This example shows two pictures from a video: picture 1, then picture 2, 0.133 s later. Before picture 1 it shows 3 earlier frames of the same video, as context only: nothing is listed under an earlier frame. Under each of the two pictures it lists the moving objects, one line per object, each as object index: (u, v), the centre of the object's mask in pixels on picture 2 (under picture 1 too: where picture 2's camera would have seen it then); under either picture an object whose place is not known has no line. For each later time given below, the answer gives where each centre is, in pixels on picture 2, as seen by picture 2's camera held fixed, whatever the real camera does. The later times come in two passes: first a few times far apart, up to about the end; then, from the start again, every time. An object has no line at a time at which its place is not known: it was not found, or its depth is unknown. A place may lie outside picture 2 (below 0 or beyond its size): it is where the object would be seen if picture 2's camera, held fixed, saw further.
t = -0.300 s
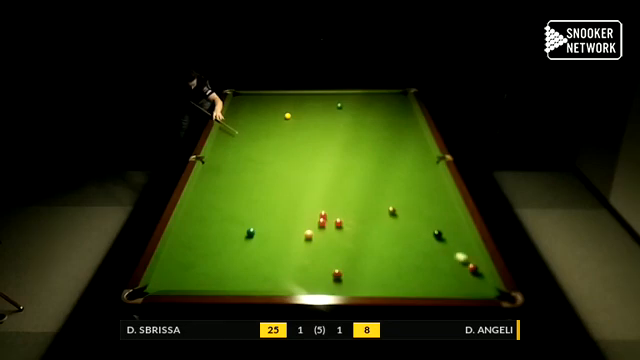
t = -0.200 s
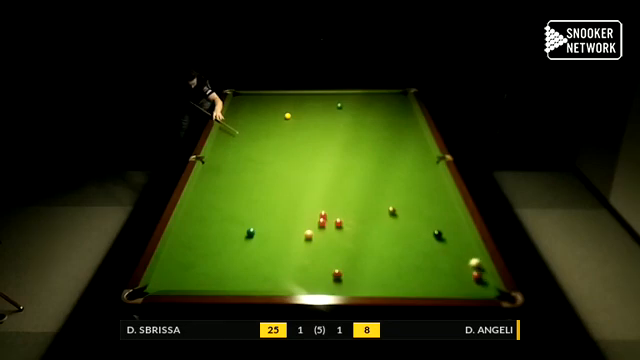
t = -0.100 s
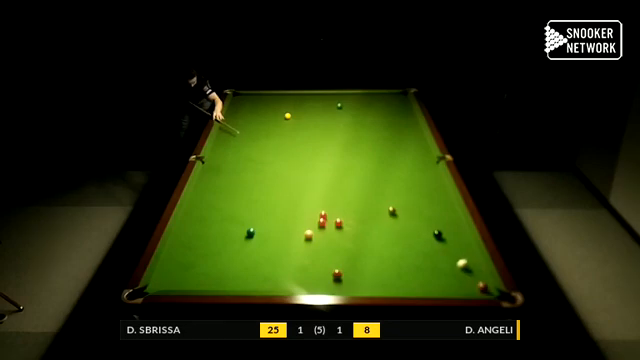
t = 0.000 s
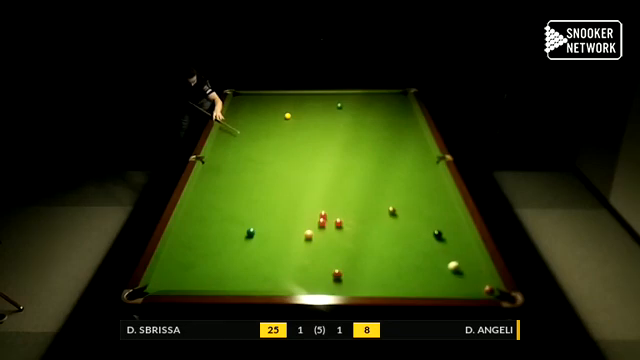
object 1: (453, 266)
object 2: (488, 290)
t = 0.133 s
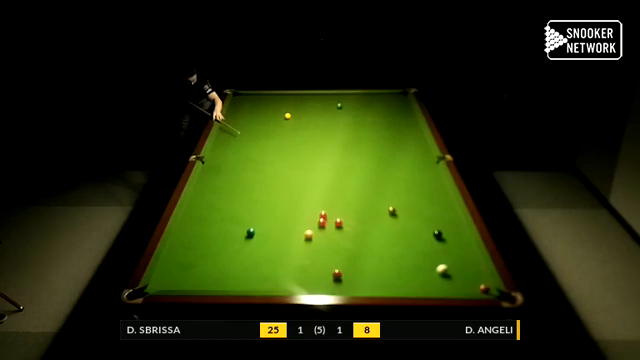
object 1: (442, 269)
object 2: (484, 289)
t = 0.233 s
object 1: (433, 271)
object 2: (477, 288)
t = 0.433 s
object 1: (416, 276)
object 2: (463, 288)
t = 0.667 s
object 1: (396, 281)
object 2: (448, 289)
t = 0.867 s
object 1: (379, 285)
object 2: (435, 288)
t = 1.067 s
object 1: (363, 287)
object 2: (424, 287)
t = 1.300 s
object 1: (347, 285)
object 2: (411, 287)
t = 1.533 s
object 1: (332, 283)
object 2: (399, 287)
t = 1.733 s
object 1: (319, 282)
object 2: (390, 286)
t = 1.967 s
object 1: (306, 280)
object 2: (380, 286)
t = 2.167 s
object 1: (295, 278)
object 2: (372, 286)
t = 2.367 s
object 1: (284, 276)
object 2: (364, 285)
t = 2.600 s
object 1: (273, 274)
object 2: (357, 285)
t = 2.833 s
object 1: (263, 273)
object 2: (350, 285)
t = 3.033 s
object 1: (254, 272)
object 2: (344, 285)
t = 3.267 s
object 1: (246, 270)
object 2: (338, 284)
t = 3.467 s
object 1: (239, 270)
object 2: (334, 285)
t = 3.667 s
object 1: (232, 269)
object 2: (330, 285)
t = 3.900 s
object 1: (226, 268)
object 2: (327, 285)
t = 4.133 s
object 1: (220, 267)
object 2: (324, 284)
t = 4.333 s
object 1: (215, 267)
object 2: (322, 284)
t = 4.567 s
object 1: (211, 266)
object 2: (320, 285)
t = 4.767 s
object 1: (208, 266)
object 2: (319, 285)
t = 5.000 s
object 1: (205, 266)
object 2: (318, 285)
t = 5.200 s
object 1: (203, 266)
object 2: (318, 285)
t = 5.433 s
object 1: (202, 265)
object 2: (318, 285)
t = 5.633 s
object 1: (202, 265)
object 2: (318, 285)
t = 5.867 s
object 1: (202, 265)
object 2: (318, 285)
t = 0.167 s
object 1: (439, 270)
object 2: (481, 288)
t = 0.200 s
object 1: (436, 270)
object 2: (479, 288)
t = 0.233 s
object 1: (433, 271)
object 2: (477, 288)
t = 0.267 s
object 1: (430, 272)
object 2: (474, 288)
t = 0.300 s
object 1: (427, 273)
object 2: (472, 288)
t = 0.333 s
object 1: (425, 274)
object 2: (470, 288)
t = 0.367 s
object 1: (422, 275)
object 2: (468, 288)
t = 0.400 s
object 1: (419, 276)
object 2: (465, 288)
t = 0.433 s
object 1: (416, 276)
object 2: (463, 288)
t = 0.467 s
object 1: (413, 277)
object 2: (460, 288)
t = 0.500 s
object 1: (410, 277)
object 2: (458, 289)
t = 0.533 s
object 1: (408, 278)
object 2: (456, 289)
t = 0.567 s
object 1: (405, 279)
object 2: (454, 288)
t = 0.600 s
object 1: (402, 280)
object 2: (452, 289)
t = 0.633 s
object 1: (399, 280)
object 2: (450, 289)
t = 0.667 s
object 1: (396, 281)
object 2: (448, 289)
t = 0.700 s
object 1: (393, 282)
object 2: (446, 289)
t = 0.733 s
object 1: (391, 283)
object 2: (443, 289)
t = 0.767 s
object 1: (388, 284)
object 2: (441, 288)
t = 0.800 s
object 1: (385, 284)
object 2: (439, 288)
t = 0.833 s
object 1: (382, 284)
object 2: (437, 288)
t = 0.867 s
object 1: (379, 285)
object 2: (435, 288)
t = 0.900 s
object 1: (377, 286)
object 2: (433, 288)
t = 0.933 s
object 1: (374, 286)
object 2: (431, 288)
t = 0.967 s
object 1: (371, 287)
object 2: (430, 288)
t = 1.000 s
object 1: (368, 287)
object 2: (428, 288)
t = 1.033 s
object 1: (366, 287)
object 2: (426, 287)
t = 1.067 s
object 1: (363, 287)
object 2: (424, 287)
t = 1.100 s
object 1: (361, 286)
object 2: (422, 288)
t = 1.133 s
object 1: (358, 286)
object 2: (420, 287)
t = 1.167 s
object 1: (356, 286)
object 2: (418, 287)
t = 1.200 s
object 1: (354, 285)
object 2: (417, 287)
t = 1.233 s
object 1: (352, 285)
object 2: (415, 287)
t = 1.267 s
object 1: (350, 285)
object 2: (413, 287)
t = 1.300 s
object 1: (347, 285)
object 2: (411, 287)
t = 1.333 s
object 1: (345, 284)
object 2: (410, 287)
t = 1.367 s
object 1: (343, 284)
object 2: (408, 287)
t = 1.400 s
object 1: (341, 284)
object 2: (406, 287)
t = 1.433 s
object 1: (339, 284)
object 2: (404, 287)
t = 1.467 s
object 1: (336, 284)
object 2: (403, 287)
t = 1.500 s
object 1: (334, 284)
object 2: (401, 287)
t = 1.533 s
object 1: (332, 283)
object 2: (399, 287)
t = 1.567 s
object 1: (330, 283)
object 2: (398, 287)
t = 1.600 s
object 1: (328, 283)
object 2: (396, 287)
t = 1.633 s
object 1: (326, 283)
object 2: (395, 287)
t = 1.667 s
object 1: (323, 282)
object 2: (393, 287)
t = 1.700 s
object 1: (321, 282)
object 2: (392, 287)
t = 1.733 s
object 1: (319, 282)
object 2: (390, 286)
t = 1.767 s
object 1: (317, 281)
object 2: (389, 287)
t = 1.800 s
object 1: (315, 281)
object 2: (387, 286)
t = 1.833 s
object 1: (313, 281)
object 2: (385, 286)
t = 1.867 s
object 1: (311, 281)
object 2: (384, 286)
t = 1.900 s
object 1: (309, 280)
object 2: (383, 286)
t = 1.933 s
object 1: (307, 280)
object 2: (381, 286)
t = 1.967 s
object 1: (306, 280)
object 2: (380, 286)
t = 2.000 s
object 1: (304, 279)
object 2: (378, 286)
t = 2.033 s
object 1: (302, 279)
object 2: (377, 286)
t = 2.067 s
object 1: (300, 279)
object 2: (375, 286)
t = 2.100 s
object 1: (298, 278)
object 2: (374, 286)
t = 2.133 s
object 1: (297, 278)
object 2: (373, 286)
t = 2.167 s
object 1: (295, 278)
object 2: (372, 286)
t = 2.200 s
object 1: (293, 278)
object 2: (370, 286)
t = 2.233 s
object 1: (291, 277)
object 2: (369, 286)
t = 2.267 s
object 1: (289, 277)
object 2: (368, 286)
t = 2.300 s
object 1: (288, 277)
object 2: (367, 285)
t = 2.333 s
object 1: (286, 277)
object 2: (365, 286)
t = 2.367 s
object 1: (284, 276)
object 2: (364, 285)
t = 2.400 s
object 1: (283, 276)
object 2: (363, 285)
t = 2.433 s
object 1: (281, 276)
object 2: (362, 285)
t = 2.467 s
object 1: (279, 275)
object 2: (361, 285)
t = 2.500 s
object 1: (278, 275)
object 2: (360, 285)
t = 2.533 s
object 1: (276, 275)
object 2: (359, 285)
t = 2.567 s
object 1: (275, 275)
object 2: (357, 285)
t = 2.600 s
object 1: (273, 274)
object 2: (357, 285)
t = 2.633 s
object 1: (271, 274)
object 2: (356, 285)
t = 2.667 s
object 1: (270, 274)
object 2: (354, 285)
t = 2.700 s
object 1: (269, 274)
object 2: (354, 285)
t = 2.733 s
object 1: (267, 273)
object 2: (352, 285)
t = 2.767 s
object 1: (266, 273)
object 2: (352, 285)
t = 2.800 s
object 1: (264, 273)
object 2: (351, 285)
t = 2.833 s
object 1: (263, 273)
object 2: (350, 285)
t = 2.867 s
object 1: (261, 272)
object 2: (349, 285)
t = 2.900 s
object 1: (260, 273)
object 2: (348, 285)
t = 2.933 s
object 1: (258, 272)
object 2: (347, 285)
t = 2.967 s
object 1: (257, 272)
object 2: (346, 285)
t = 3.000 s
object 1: (256, 272)
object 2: (345, 285)
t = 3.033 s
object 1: (254, 272)
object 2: (344, 285)
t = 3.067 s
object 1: (253, 271)
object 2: (343, 285)
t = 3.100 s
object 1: (252, 271)
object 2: (342, 285)
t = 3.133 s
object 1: (251, 271)
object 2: (341, 285)
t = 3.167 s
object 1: (249, 271)
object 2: (340, 285)
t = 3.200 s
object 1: (248, 271)
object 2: (340, 285)
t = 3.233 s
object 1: (247, 271)
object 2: (339, 285)
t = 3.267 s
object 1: (246, 270)
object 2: (338, 284)
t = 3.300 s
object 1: (245, 270)
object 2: (338, 285)
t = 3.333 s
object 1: (243, 270)
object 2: (337, 284)
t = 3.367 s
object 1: (242, 270)
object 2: (336, 285)
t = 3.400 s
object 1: (241, 270)
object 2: (336, 285)
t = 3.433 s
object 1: (240, 270)
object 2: (335, 284)
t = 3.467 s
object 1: (239, 270)
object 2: (334, 285)
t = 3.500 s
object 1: (238, 270)
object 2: (334, 284)
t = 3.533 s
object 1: (236, 269)
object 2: (333, 285)
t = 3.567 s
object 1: (235, 269)
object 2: (332, 285)
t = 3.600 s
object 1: (234, 269)
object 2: (332, 285)
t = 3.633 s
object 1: (234, 269)
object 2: (331, 285)
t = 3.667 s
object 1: (232, 269)
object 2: (330, 285)
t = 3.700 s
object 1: (231, 269)
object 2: (330, 285)
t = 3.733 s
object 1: (230, 268)
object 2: (329, 284)
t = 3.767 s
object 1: (229, 268)
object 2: (329, 285)
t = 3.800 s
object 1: (228, 268)
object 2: (328, 285)
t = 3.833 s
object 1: (227, 268)
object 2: (327, 285)
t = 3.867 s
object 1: (227, 268)
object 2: (327, 285)
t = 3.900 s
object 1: (226, 268)
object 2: (327, 285)
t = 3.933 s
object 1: (225, 268)
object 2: (326, 284)
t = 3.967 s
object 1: (224, 268)
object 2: (325, 284)
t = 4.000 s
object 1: (223, 268)
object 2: (325, 285)
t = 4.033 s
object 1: (222, 267)
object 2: (325, 285)
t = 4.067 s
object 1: (221, 267)
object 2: (324, 284)
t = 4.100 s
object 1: (221, 267)
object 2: (324, 284)
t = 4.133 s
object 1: (220, 267)
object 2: (324, 284)
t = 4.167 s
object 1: (219, 267)
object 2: (323, 284)
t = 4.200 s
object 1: (218, 267)
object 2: (323, 284)
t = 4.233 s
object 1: (218, 267)
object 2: (322, 284)
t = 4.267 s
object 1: (217, 267)
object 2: (322, 284)
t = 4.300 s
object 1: (216, 267)
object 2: (322, 284)
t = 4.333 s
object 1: (215, 267)
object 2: (322, 284)
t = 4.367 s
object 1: (215, 267)
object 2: (321, 284)
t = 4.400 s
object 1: (214, 267)
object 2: (321, 284)
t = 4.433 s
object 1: (213, 266)
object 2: (321, 285)
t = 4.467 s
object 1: (213, 266)
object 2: (321, 284)
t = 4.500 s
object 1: (212, 266)
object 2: (320, 285)
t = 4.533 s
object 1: (212, 266)
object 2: (320, 285)
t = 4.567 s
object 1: (211, 266)
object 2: (320, 285)
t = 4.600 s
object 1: (210, 266)
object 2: (320, 285)
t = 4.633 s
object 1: (210, 266)
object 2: (320, 285)
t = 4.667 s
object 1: (209, 266)
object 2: (320, 284)
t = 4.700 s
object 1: (209, 266)
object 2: (319, 285)
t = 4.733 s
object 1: (208, 266)
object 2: (319, 285)
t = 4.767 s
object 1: (208, 266)
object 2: (319, 285)
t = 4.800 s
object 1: (207, 265)
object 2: (319, 285)
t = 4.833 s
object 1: (207, 266)
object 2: (319, 285)
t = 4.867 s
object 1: (206, 266)
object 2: (319, 285)
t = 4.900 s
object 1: (206, 266)
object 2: (319, 285)
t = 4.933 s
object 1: (206, 266)
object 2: (319, 285)
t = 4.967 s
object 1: (205, 266)
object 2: (318, 285)
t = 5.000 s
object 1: (205, 266)
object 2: (318, 285)
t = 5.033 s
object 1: (205, 266)
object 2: (318, 285)
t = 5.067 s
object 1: (204, 266)
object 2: (318, 285)
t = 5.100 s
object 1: (204, 265)
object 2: (318, 285)
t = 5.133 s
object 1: (203, 266)
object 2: (318, 285)
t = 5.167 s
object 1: (203, 266)
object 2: (318, 285)
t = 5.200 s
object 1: (203, 266)
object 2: (318, 285)
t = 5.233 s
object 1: (202, 266)
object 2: (318, 285)
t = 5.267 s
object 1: (203, 266)
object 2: (318, 285)
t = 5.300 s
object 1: (202, 266)
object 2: (318, 285)
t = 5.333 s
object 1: (202, 266)
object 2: (318, 285)
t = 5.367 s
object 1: (202, 265)
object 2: (318, 285)
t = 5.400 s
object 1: (202, 265)
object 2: (318, 285)
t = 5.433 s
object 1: (202, 265)
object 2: (318, 285)
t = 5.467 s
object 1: (202, 265)
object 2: (318, 285)
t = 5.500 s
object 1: (202, 265)
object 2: (318, 285)
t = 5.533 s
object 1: (202, 265)
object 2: (318, 285)
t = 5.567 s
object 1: (202, 265)
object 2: (318, 285)
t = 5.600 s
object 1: (202, 265)
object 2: (318, 285)
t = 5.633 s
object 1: (202, 265)
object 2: (318, 285)
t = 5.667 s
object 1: (202, 265)
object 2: (318, 285)
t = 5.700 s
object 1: (201, 265)
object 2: (318, 285)
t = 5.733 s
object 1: (201, 265)
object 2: (318, 285)
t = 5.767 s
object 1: (202, 265)
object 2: (318, 285)
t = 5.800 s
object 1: (201, 265)
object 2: (318, 285)
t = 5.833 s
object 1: (201, 265)
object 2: (318, 285)
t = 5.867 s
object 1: (202, 265)
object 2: (318, 285)
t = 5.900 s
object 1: (202, 265)
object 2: (318, 285)
